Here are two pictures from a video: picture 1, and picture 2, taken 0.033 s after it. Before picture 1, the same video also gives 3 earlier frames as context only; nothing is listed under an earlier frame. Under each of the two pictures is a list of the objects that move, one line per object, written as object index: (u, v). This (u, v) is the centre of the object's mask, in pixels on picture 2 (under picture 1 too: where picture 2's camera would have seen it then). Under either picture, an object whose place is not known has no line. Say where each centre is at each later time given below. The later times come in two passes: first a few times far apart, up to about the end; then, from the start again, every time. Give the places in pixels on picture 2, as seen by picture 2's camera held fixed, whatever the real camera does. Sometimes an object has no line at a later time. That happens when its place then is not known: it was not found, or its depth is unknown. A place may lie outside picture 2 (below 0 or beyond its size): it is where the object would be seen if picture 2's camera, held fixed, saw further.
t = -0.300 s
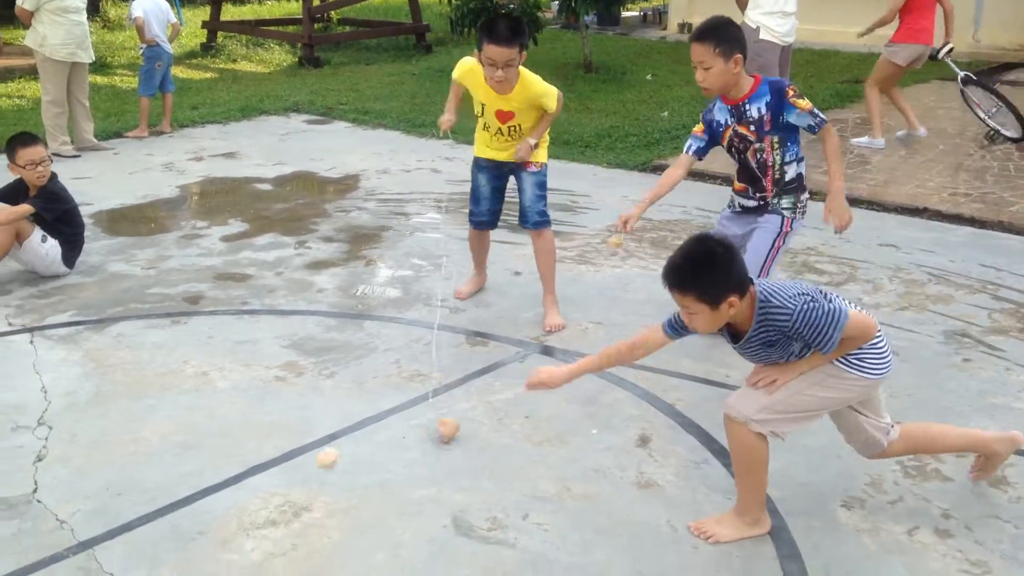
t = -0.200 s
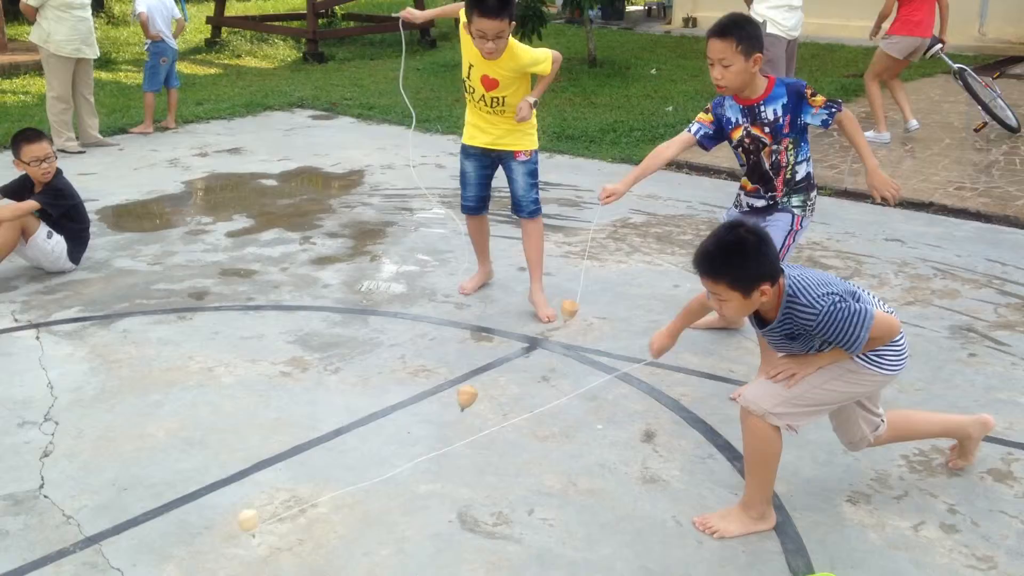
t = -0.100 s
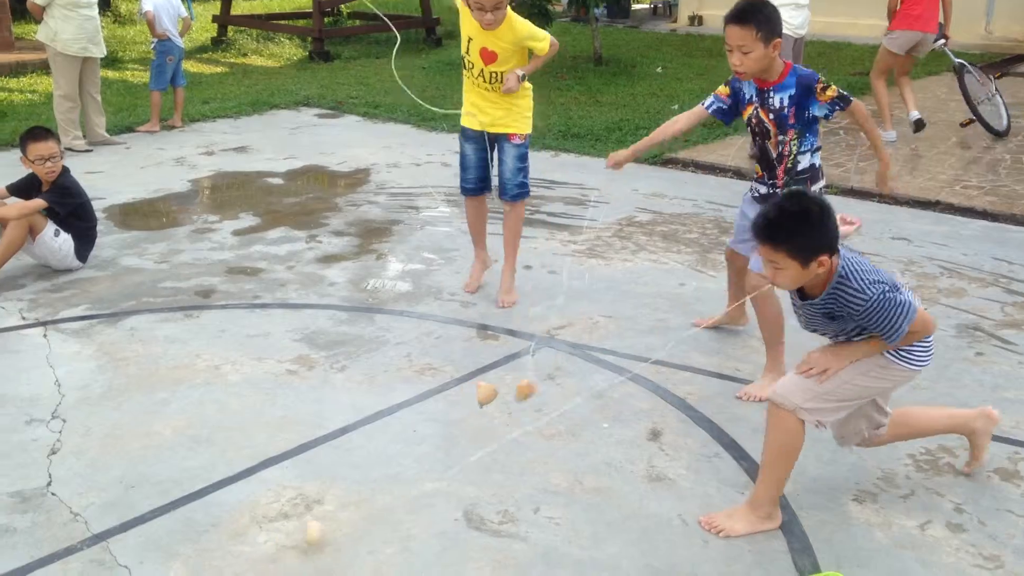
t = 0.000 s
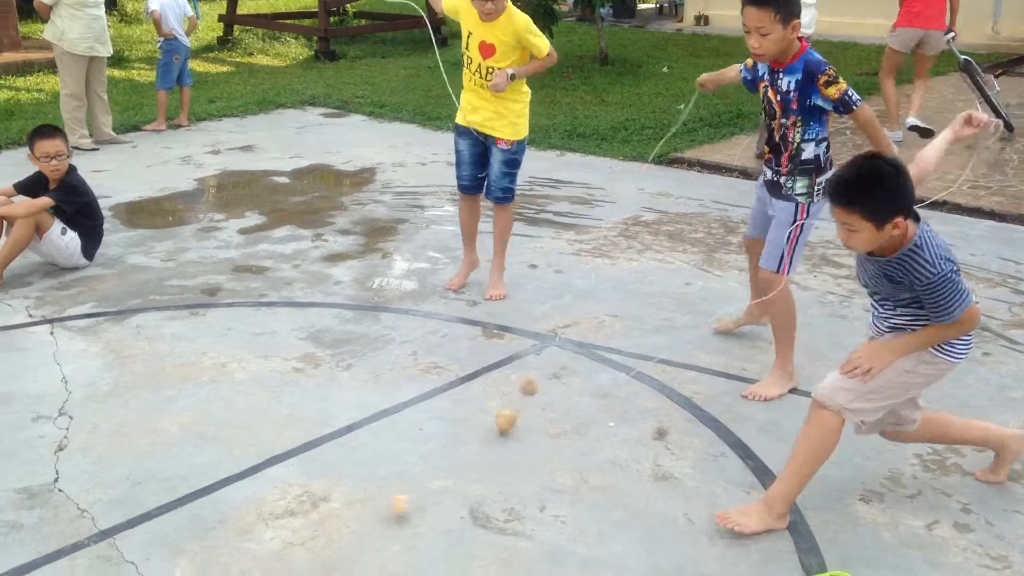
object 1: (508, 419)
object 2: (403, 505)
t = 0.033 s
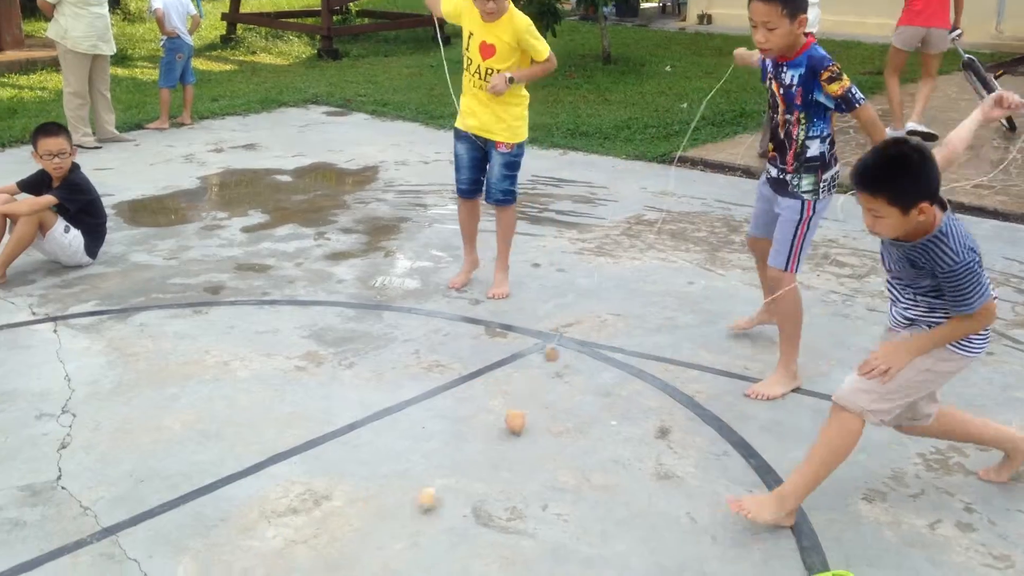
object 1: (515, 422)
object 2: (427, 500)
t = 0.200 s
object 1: (547, 417)
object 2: (518, 470)
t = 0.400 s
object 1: (575, 402)
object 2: (568, 453)
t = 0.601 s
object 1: (576, 385)
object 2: (600, 429)
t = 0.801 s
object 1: (555, 370)
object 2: (646, 415)
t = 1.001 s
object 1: (521, 364)
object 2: (698, 411)
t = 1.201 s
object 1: (485, 367)
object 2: (752, 418)
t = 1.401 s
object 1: (459, 377)
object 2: (799, 434)
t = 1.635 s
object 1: (450, 394)
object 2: (840, 462)
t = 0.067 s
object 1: (522, 421)
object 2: (449, 489)
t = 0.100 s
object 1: (527, 422)
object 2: (468, 483)
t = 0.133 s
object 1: (534, 420)
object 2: (488, 480)
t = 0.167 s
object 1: (541, 419)
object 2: (504, 476)
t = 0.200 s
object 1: (547, 417)
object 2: (518, 470)
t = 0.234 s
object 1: (553, 416)
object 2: (530, 467)
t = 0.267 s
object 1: (558, 413)
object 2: (543, 466)
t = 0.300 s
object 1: (564, 411)
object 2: (551, 462)
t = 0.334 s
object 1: (568, 408)
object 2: (559, 459)
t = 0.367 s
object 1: (572, 405)
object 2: (564, 456)
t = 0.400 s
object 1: (575, 402)
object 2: (568, 453)
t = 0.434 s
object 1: (577, 400)
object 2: (572, 449)
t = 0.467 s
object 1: (579, 396)
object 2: (576, 444)
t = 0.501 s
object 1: (579, 393)
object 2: (581, 441)
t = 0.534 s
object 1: (579, 391)
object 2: (588, 436)
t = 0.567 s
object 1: (578, 387)
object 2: (594, 433)
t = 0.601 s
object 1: (576, 385)
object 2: (600, 429)
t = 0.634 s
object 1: (574, 381)
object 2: (608, 426)
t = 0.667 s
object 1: (572, 380)
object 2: (615, 424)
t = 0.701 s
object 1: (567, 375)
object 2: (622, 421)
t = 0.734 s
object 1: (564, 374)
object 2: (630, 418)
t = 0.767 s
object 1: (560, 371)
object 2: (638, 416)
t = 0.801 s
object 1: (555, 370)
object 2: (646, 415)
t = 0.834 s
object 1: (550, 368)
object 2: (655, 413)
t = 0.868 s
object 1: (544, 366)
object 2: (663, 412)
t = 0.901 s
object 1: (539, 365)
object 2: (671, 411)
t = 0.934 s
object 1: (534, 364)
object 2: (680, 411)
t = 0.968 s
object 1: (528, 364)
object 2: (689, 410)
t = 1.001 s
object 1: (521, 364)
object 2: (698, 411)
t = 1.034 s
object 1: (515, 363)
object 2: (706, 412)
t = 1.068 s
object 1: (509, 363)
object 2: (715, 411)
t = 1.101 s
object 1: (503, 364)
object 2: (724, 413)
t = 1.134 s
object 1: (497, 365)
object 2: (733, 415)
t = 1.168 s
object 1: (492, 366)
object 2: (742, 416)
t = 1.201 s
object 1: (485, 367)
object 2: (752, 418)
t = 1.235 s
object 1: (481, 368)
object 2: (762, 421)
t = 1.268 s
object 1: (476, 370)
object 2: (770, 423)
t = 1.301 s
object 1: (471, 372)
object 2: (778, 427)
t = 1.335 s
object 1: (466, 374)
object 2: (786, 428)
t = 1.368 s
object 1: (462, 375)
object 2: (792, 431)
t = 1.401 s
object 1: (459, 377)
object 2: (799, 434)
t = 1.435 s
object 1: (457, 379)
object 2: (807, 438)
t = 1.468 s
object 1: (453, 381)
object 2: (814, 442)
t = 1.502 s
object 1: (451, 384)
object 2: (820, 445)
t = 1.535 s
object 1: (450, 387)
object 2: (827, 450)
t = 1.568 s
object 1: (450, 389)
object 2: (831, 455)
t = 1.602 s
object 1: (449, 391)
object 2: (836, 459)
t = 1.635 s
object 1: (450, 394)
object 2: (840, 462)
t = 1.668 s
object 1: (452, 397)
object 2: (843, 468)
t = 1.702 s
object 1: (454, 399)
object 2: (846, 472)
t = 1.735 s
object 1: (457, 401)
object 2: (848, 476)
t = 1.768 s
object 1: (460, 403)
